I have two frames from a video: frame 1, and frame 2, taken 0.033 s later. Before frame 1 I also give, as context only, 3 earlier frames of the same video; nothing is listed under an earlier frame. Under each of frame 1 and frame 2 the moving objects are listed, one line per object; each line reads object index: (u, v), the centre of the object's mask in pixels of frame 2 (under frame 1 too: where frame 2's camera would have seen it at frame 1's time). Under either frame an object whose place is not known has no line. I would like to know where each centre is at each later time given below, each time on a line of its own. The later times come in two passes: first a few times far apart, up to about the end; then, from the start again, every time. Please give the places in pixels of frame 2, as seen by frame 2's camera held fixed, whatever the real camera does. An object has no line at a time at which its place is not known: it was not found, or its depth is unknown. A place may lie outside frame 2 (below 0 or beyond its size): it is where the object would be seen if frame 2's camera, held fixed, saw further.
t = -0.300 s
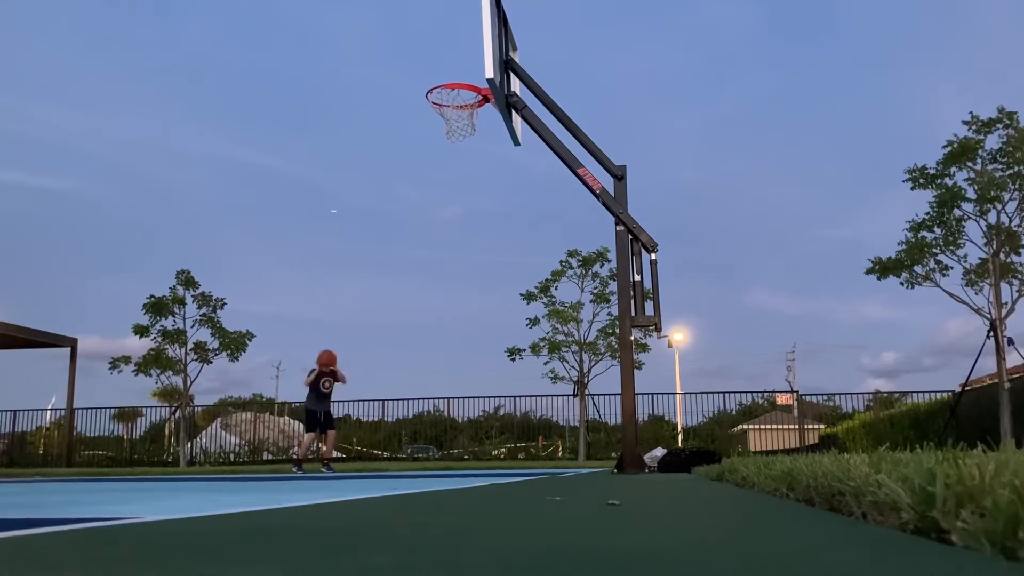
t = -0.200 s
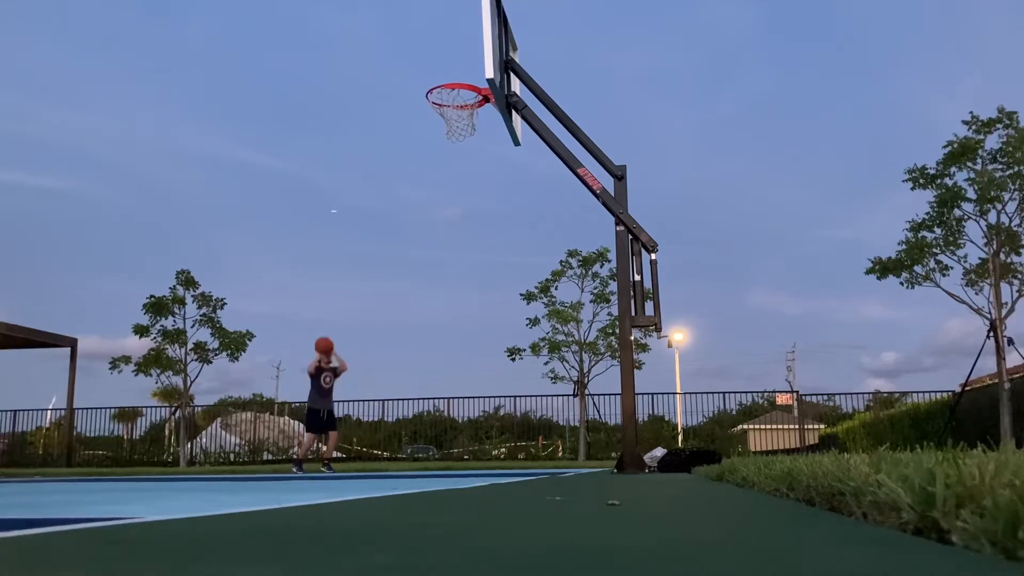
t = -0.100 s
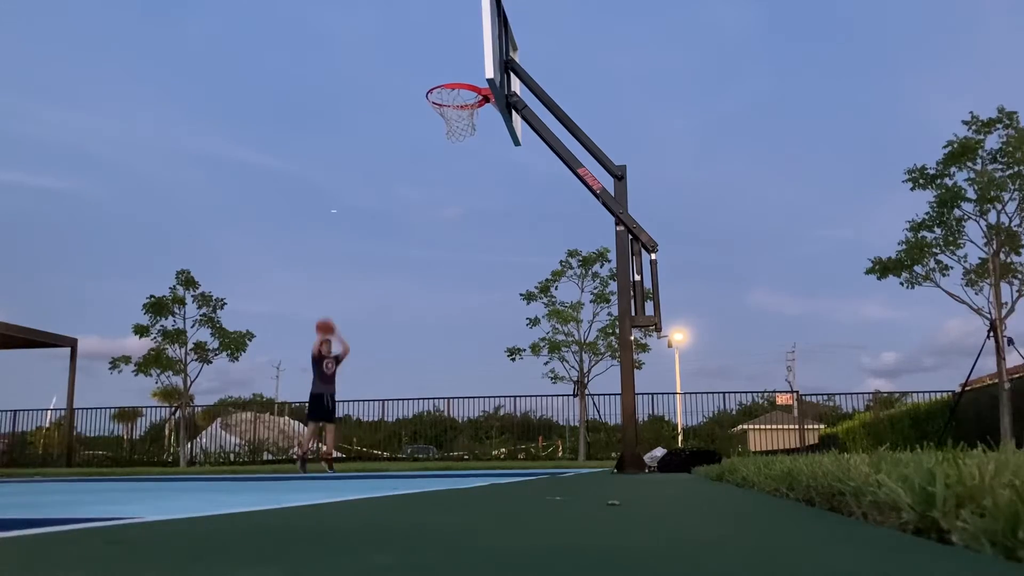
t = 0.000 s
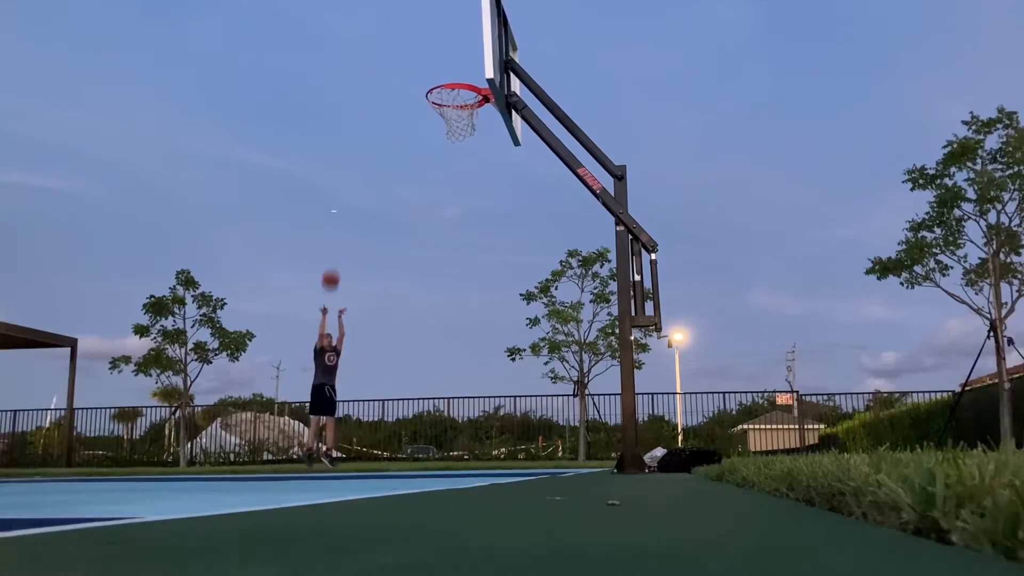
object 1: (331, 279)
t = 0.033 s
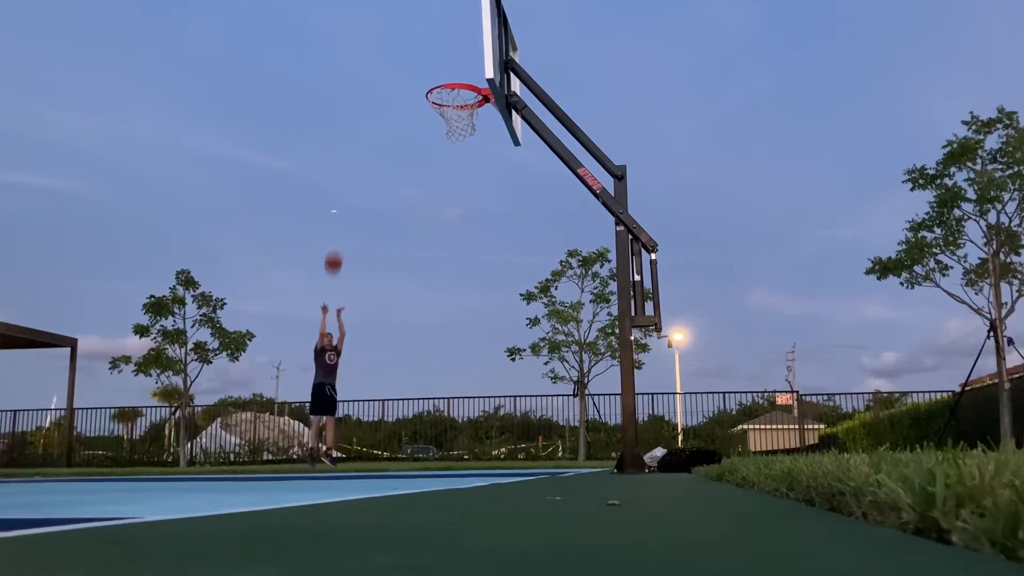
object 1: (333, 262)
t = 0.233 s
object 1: (350, 172)
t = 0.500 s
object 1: (374, 84)
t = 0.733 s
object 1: (398, 43)
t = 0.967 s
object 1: (426, 44)
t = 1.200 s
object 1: (464, 107)
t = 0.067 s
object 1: (336, 247)
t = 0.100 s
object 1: (339, 231)
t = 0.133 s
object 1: (342, 215)
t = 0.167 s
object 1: (345, 200)
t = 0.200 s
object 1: (347, 186)
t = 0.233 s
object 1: (350, 172)
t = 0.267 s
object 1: (353, 159)
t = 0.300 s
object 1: (356, 146)
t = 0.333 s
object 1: (359, 135)
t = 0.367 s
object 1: (362, 123)
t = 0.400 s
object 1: (365, 113)
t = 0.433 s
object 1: (368, 103)
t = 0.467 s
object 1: (371, 93)
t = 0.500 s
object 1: (374, 84)
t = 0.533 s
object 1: (377, 76)
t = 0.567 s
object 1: (381, 69)
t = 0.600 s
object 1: (384, 62)
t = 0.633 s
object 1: (387, 56)
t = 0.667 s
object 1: (391, 51)
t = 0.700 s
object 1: (394, 46)
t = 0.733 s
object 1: (398, 43)
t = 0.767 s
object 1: (402, 40)
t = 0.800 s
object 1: (406, 38)
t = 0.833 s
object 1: (409, 37)
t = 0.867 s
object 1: (413, 37)
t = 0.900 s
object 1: (417, 39)
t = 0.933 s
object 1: (422, 40)
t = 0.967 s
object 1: (426, 44)
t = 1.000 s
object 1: (430, 48)
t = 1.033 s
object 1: (435, 54)
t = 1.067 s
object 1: (440, 61)
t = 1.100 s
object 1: (445, 70)
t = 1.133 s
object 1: (450, 78)
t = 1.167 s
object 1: (456, 92)
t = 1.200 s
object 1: (464, 107)
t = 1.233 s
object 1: (467, 118)
